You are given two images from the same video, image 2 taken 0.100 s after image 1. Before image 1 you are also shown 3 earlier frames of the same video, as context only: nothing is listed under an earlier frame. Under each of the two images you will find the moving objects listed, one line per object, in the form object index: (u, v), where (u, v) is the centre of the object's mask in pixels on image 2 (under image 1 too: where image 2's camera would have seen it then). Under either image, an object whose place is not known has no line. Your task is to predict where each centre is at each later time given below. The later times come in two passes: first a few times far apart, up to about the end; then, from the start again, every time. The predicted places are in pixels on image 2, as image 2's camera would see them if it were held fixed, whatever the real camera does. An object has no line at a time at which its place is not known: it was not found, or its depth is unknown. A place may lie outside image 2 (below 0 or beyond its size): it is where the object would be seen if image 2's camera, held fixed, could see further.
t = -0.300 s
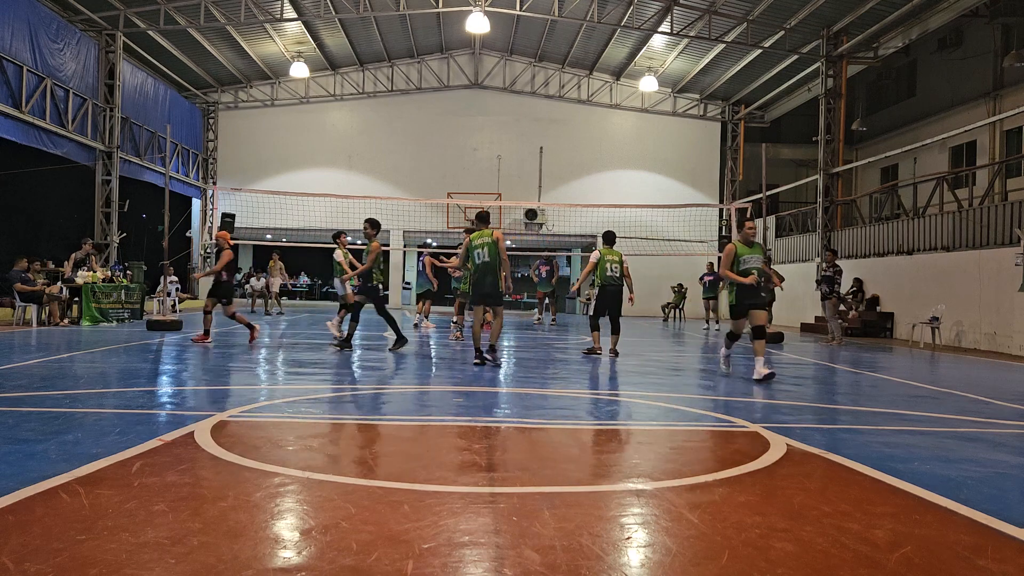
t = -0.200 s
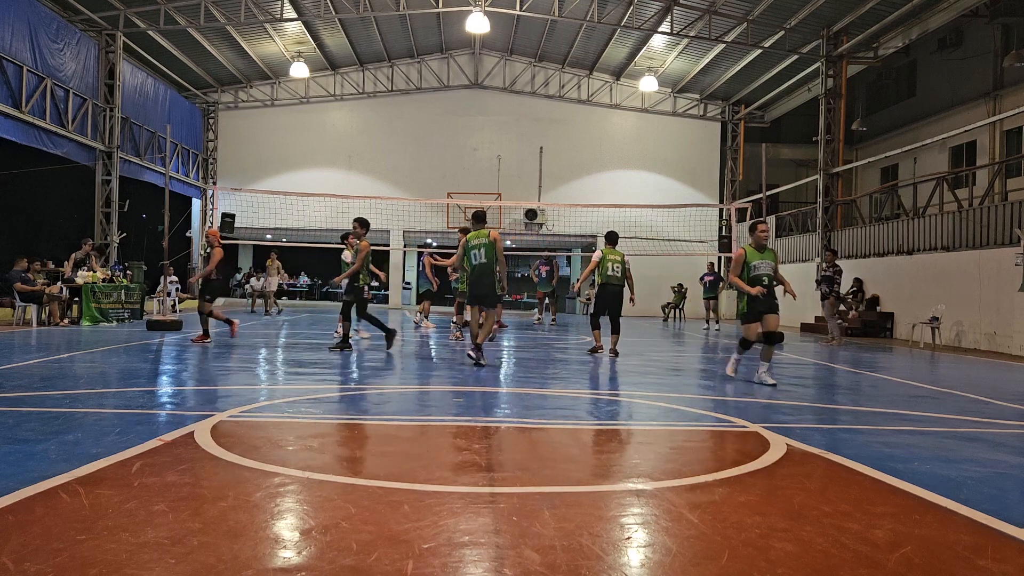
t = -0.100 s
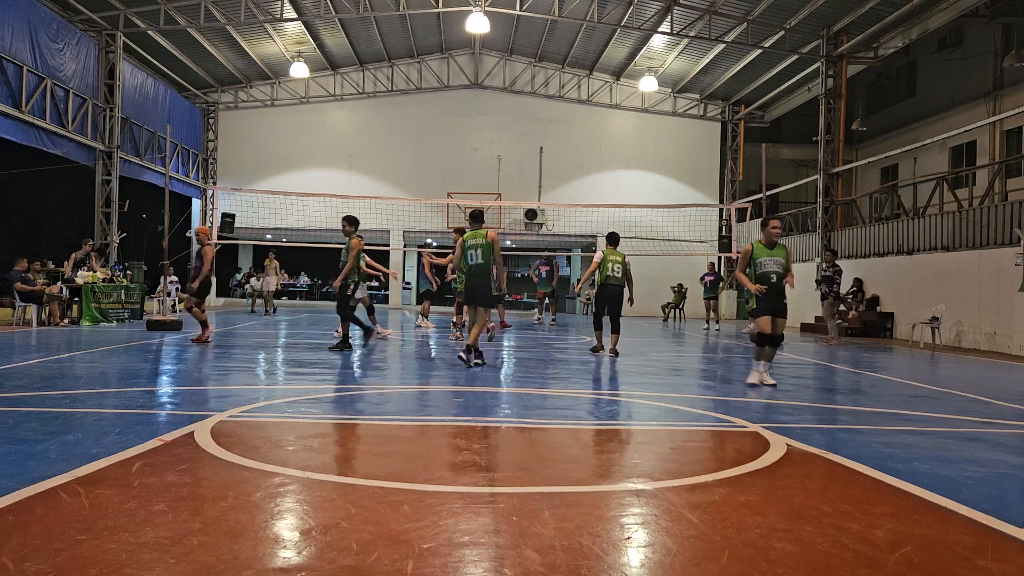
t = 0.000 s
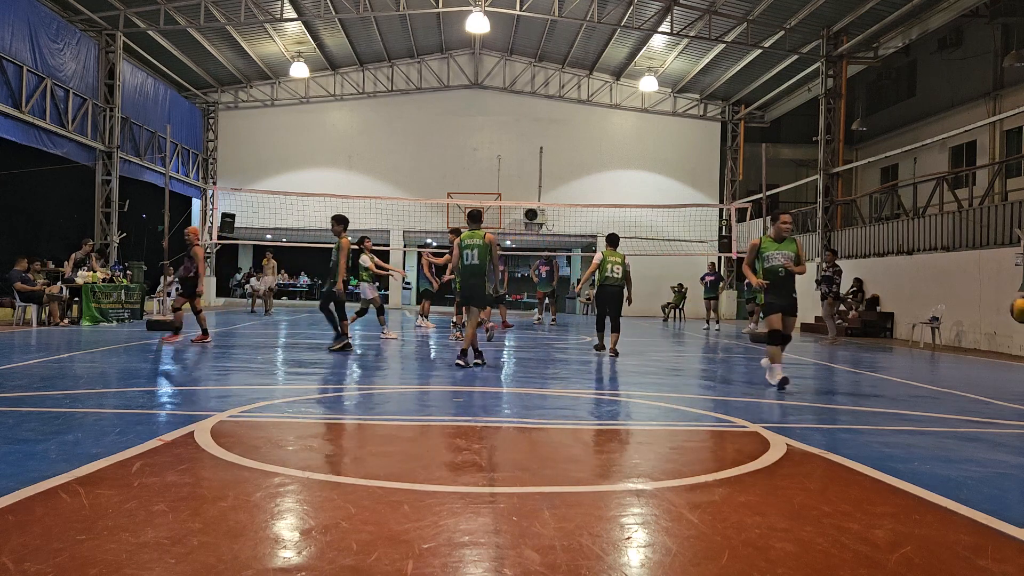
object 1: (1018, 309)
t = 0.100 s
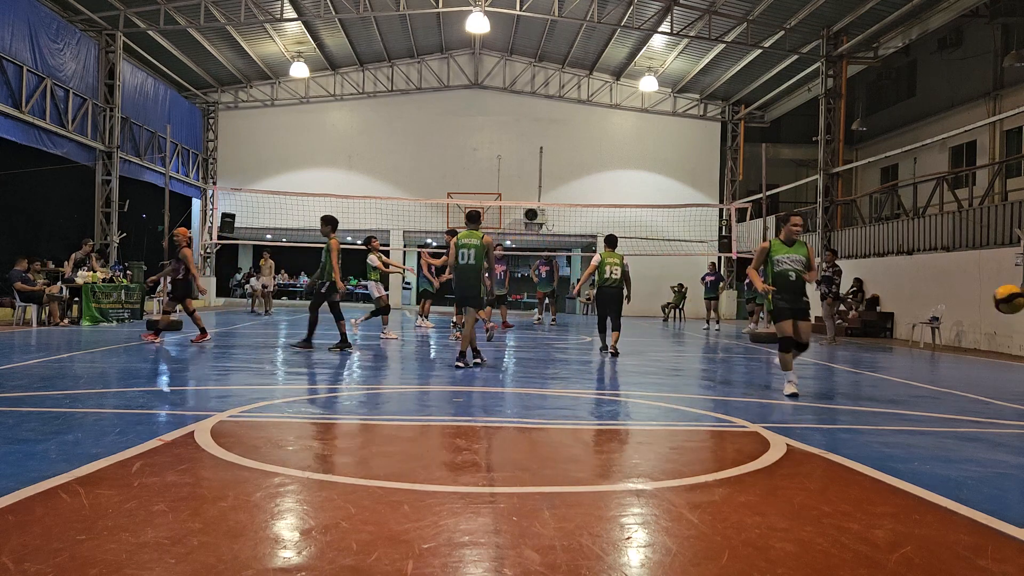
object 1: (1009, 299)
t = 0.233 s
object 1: (986, 306)
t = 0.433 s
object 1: (950, 362)
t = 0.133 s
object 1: (1003, 299)
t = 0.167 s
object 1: (997, 300)
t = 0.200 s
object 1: (992, 303)
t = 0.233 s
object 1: (986, 306)
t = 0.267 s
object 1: (980, 312)
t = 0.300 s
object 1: (974, 319)
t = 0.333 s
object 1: (968, 327)
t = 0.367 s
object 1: (962, 337)
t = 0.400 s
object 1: (957, 349)
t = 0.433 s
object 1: (950, 362)
